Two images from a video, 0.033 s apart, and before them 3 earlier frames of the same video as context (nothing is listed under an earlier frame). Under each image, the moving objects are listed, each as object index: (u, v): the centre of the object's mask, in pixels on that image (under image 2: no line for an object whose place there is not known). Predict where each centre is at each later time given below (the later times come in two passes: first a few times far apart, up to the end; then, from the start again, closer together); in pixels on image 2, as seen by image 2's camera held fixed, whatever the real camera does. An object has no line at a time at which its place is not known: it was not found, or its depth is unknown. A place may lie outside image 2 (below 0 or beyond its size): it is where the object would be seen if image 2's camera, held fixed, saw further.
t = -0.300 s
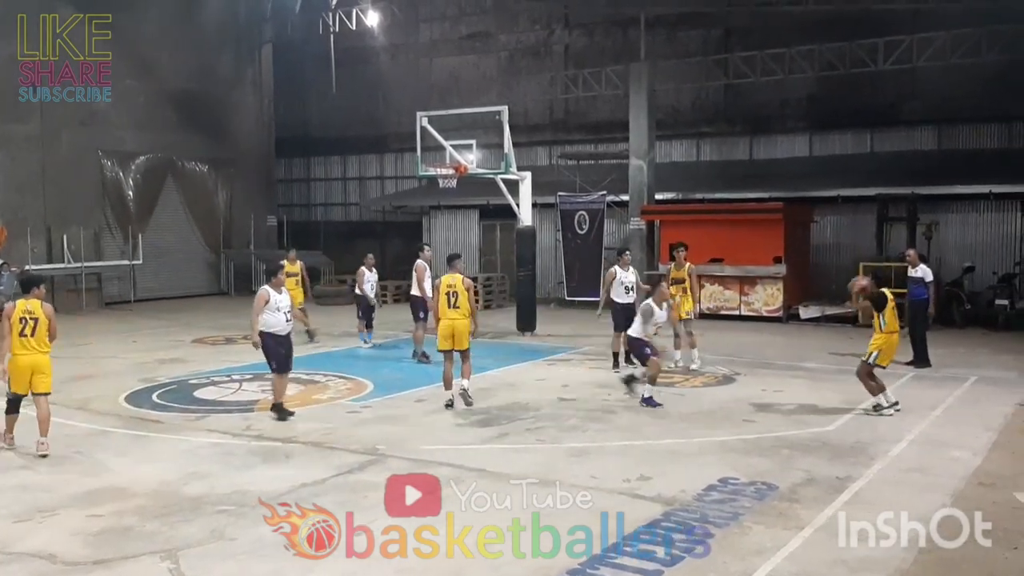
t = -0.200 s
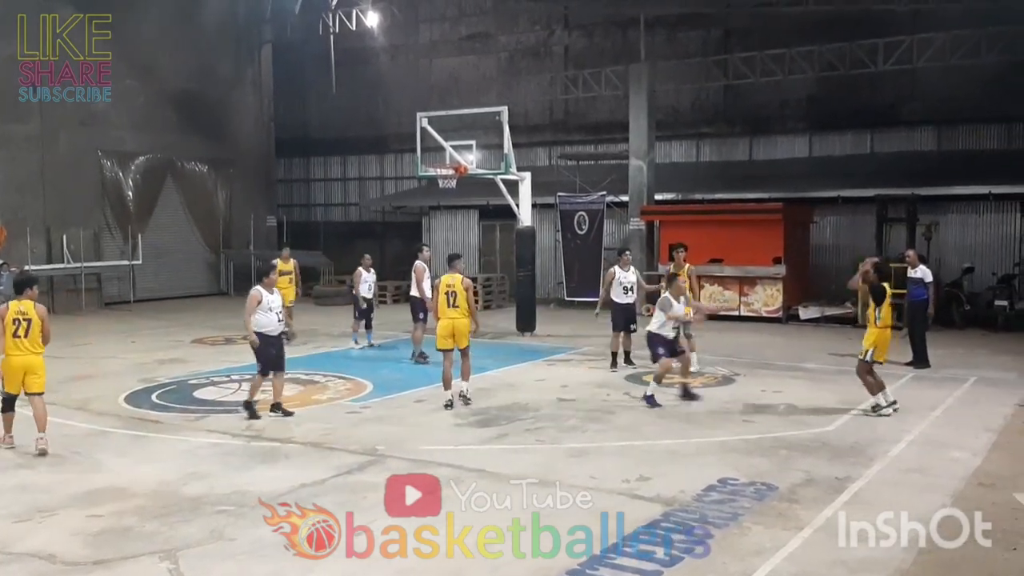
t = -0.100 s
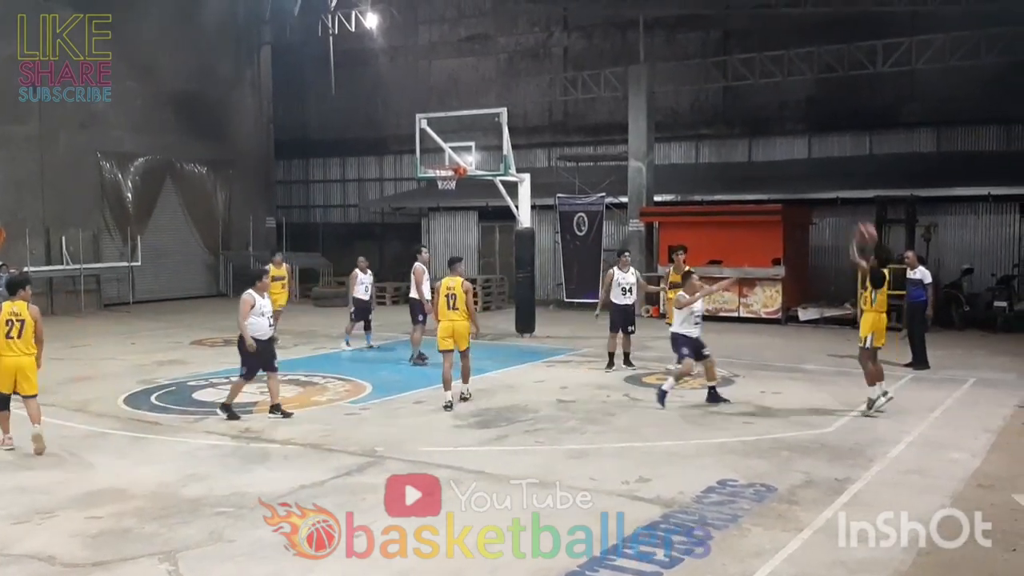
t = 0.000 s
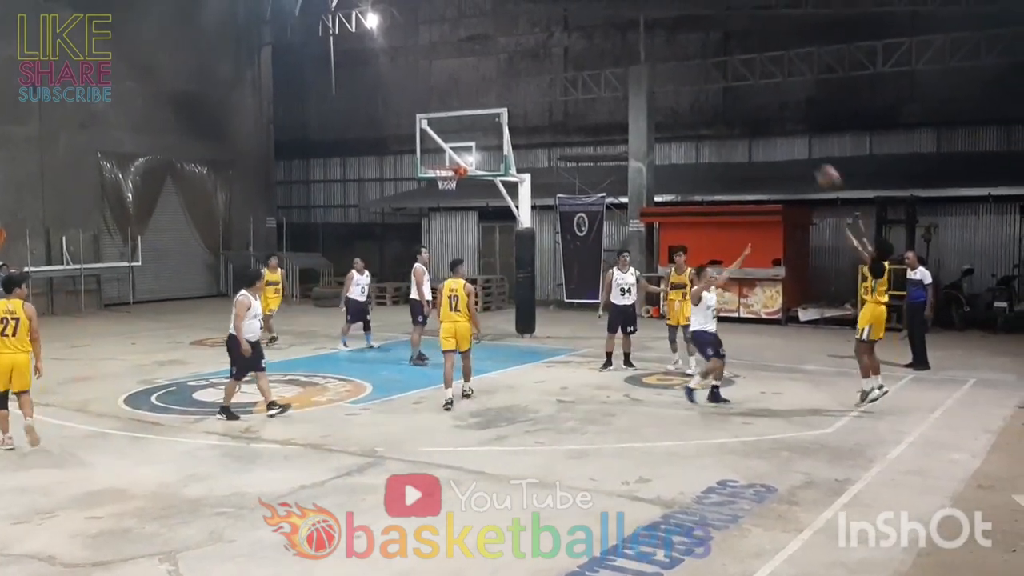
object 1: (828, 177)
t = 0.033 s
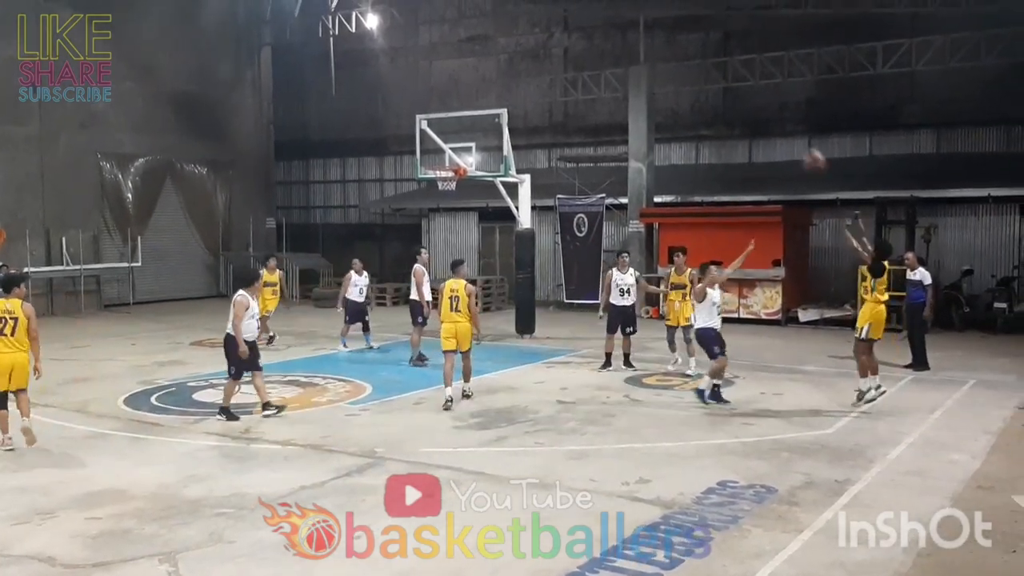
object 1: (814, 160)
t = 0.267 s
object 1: (721, 73)
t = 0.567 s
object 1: (621, 33)
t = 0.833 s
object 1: (547, 55)
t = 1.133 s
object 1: (478, 127)
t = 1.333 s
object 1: (439, 150)
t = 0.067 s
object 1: (799, 142)
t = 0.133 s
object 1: (771, 115)
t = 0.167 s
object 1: (758, 103)
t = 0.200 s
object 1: (745, 92)
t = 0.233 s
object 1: (733, 82)
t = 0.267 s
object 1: (721, 73)
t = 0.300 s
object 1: (709, 64)
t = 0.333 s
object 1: (697, 57)
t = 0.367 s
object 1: (685, 50)
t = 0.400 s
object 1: (674, 45)
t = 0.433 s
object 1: (663, 41)
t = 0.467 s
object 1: (652, 37)
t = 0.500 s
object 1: (642, 35)
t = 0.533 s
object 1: (632, 34)
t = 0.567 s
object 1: (621, 33)
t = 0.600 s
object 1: (612, 33)
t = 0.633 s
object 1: (602, 34)
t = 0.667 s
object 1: (592, 35)
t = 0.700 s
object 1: (583, 37)
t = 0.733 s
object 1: (574, 41)
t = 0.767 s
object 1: (566, 44)
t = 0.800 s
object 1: (556, 48)
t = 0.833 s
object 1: (547, 55)
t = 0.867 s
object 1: (539, 59)
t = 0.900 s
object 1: (531, 66)
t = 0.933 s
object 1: (523, 73)
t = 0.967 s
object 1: (515, 80)
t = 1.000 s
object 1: (507, 89)
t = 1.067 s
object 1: (492, 107)
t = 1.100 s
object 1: (484, 119)
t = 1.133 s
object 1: (478, 127)
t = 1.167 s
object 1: (471, 138)
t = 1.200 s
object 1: (464, 150)
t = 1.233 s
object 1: (458, 161)
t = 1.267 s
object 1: (452, 160)
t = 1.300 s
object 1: (445, 154)
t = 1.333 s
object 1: (439, 150)
